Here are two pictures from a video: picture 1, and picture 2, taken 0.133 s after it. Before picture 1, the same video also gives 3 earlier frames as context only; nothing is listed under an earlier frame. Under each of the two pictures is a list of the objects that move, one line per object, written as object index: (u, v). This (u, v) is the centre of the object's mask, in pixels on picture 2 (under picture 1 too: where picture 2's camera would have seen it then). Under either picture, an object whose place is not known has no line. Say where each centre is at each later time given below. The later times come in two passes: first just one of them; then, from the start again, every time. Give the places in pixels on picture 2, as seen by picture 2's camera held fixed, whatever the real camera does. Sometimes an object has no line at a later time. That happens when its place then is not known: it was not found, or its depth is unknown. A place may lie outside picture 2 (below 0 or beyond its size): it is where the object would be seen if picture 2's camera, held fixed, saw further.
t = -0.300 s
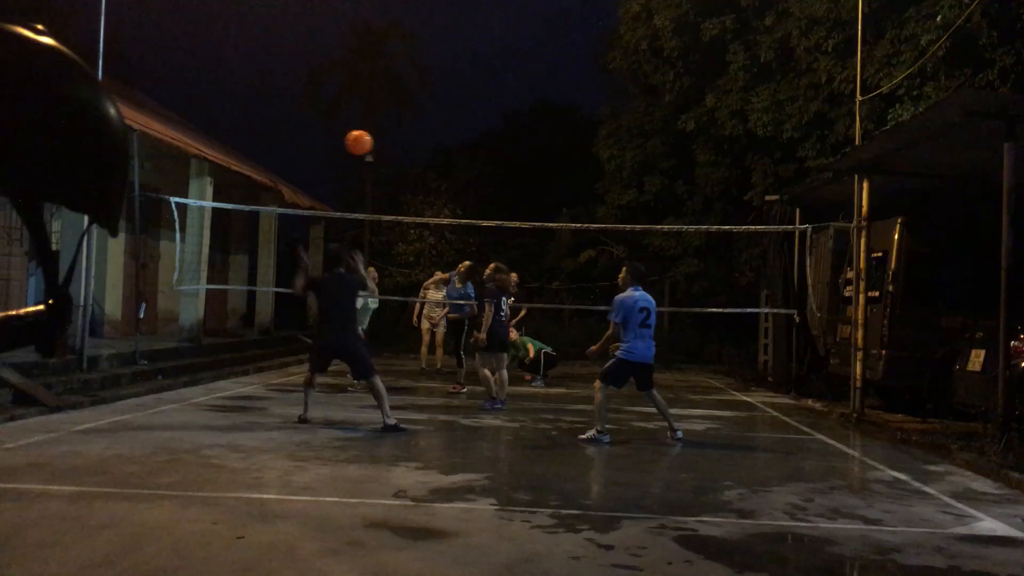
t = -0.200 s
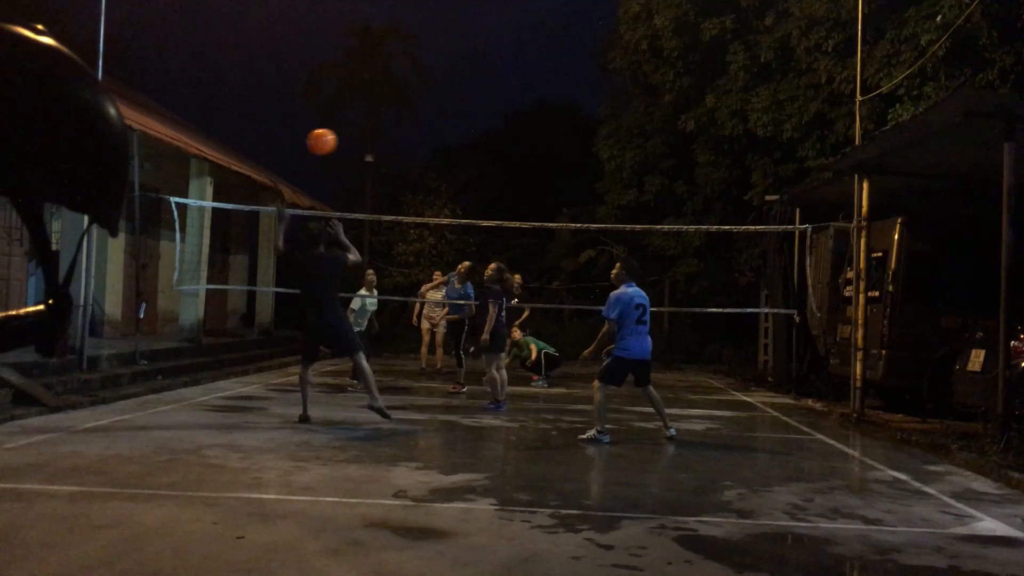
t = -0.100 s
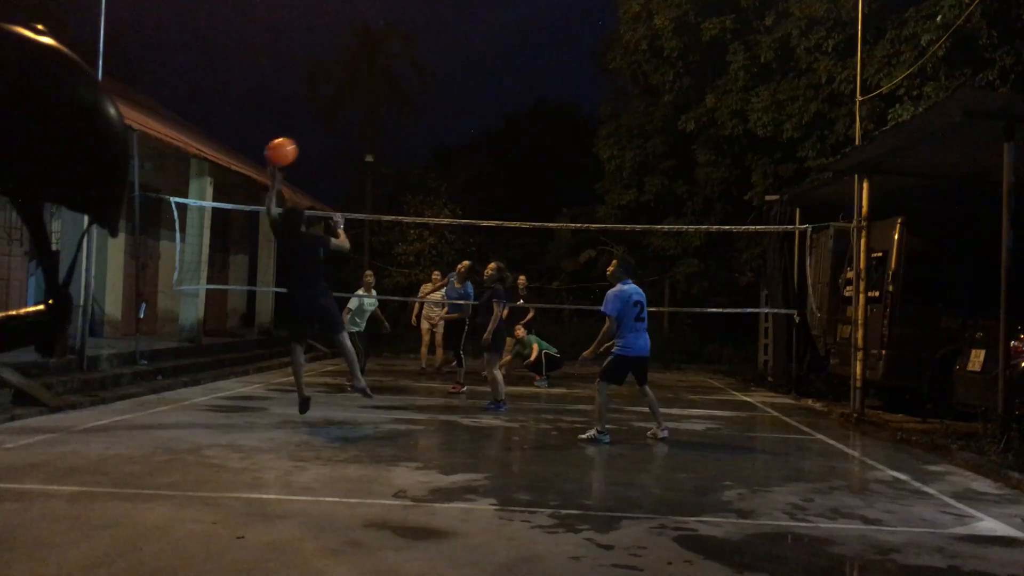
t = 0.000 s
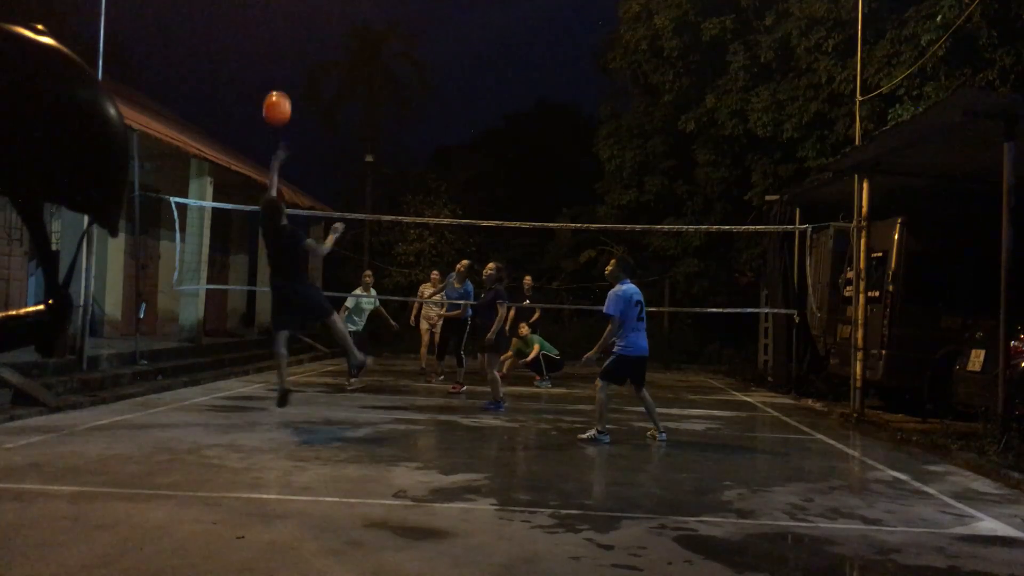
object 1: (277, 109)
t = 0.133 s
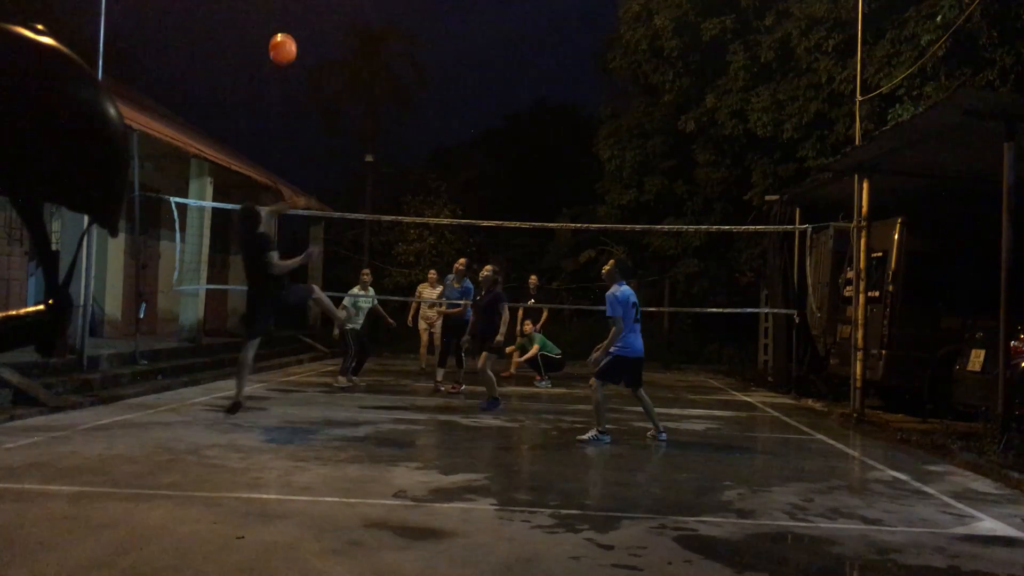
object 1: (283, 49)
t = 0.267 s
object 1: (287, 13)
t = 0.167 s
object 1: (284, 38)
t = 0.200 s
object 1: (285, 28)
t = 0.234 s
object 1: (286, 19)
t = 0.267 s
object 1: (287, 13)
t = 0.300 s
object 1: (288, 10)
